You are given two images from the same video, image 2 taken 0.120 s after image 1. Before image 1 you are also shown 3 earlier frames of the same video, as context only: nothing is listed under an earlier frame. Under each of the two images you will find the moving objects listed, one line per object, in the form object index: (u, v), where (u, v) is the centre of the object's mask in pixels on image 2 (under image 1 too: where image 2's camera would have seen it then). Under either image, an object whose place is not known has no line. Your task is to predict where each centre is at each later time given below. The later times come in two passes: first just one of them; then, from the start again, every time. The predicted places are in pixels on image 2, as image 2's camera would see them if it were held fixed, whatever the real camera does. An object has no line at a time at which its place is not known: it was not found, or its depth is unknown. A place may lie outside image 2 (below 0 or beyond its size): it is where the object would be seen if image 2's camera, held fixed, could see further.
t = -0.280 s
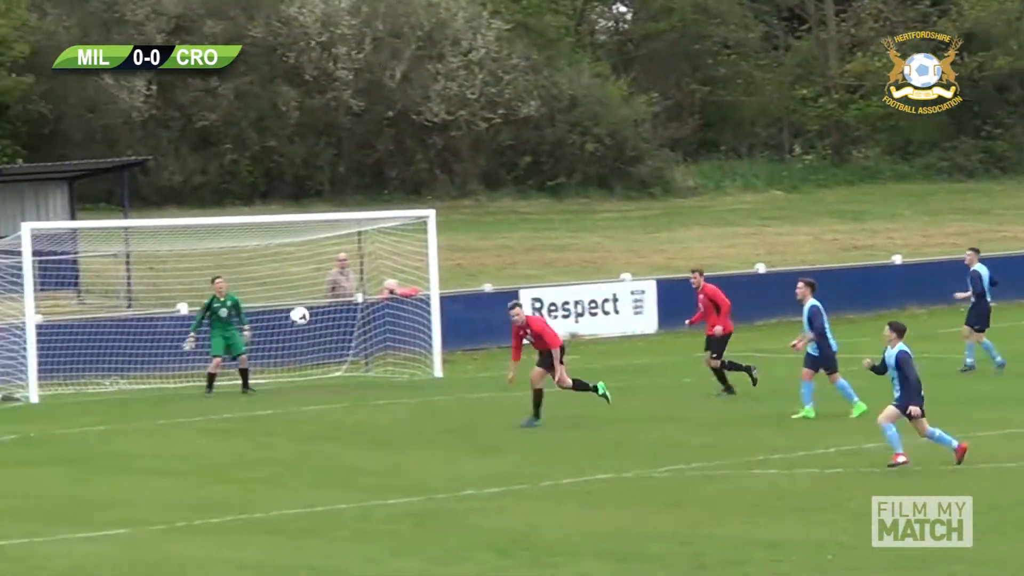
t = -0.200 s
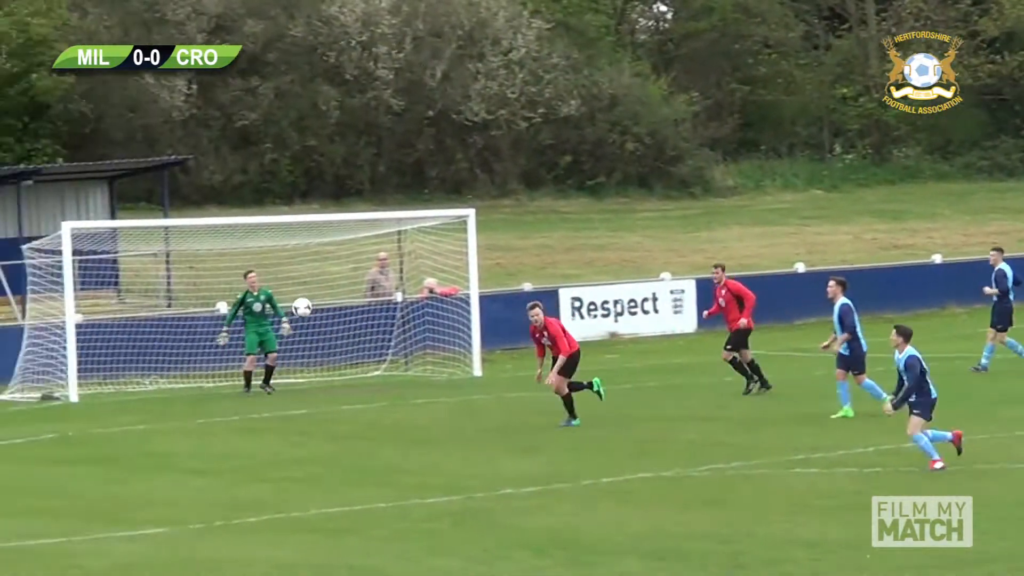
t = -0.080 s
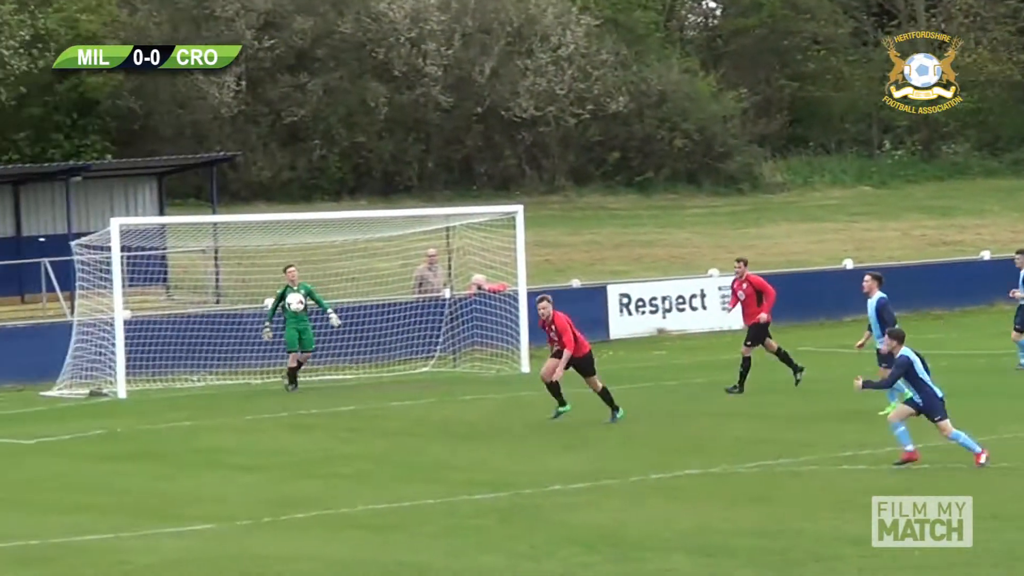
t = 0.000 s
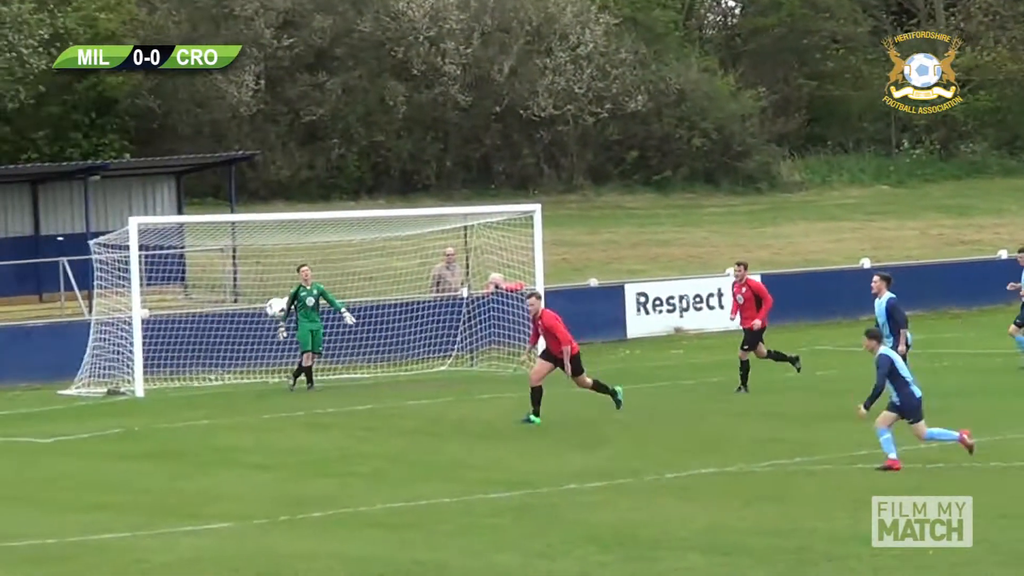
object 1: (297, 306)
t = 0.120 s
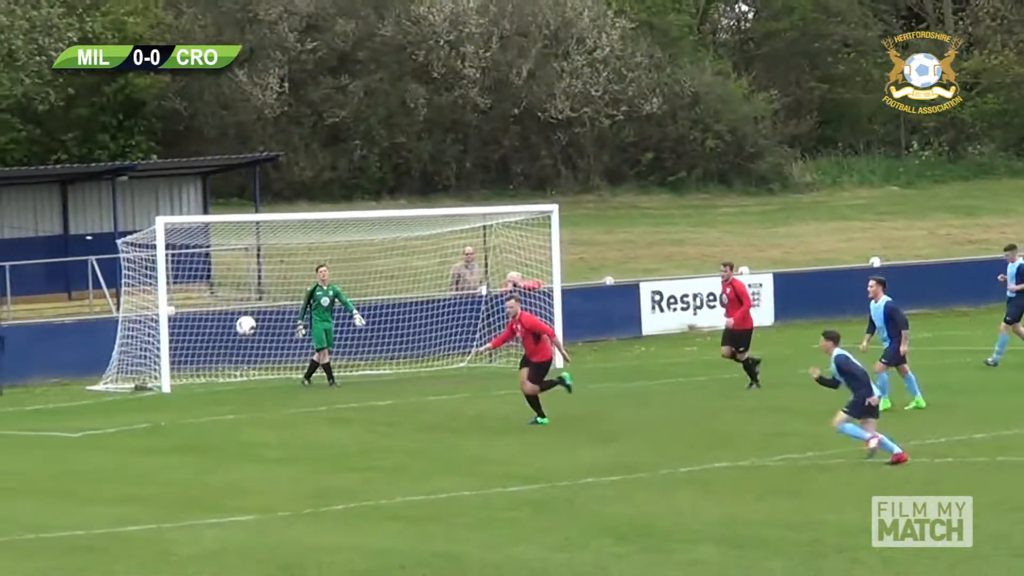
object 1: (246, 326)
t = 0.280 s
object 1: (178, 374)
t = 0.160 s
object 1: (229, 334)
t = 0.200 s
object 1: (212, 345)
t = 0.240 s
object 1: (194, 358)
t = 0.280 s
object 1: (178, 374)
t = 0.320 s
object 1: (160, 388)
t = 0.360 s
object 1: (143, 404)
